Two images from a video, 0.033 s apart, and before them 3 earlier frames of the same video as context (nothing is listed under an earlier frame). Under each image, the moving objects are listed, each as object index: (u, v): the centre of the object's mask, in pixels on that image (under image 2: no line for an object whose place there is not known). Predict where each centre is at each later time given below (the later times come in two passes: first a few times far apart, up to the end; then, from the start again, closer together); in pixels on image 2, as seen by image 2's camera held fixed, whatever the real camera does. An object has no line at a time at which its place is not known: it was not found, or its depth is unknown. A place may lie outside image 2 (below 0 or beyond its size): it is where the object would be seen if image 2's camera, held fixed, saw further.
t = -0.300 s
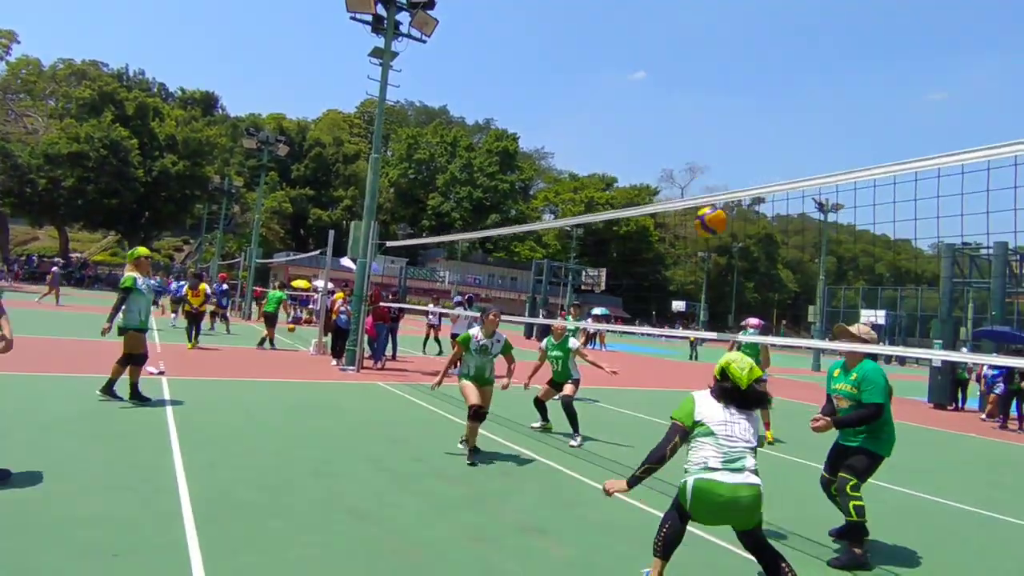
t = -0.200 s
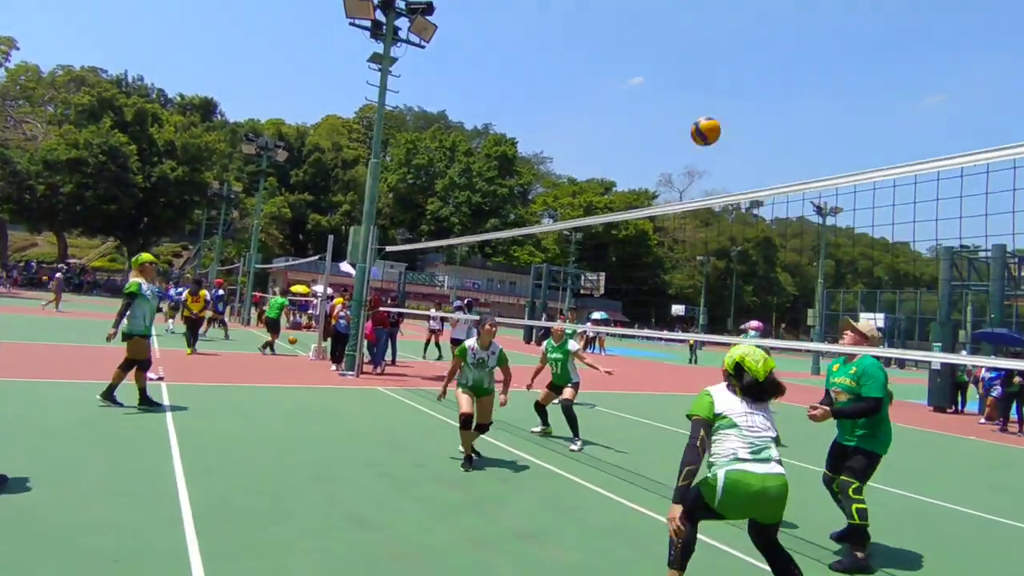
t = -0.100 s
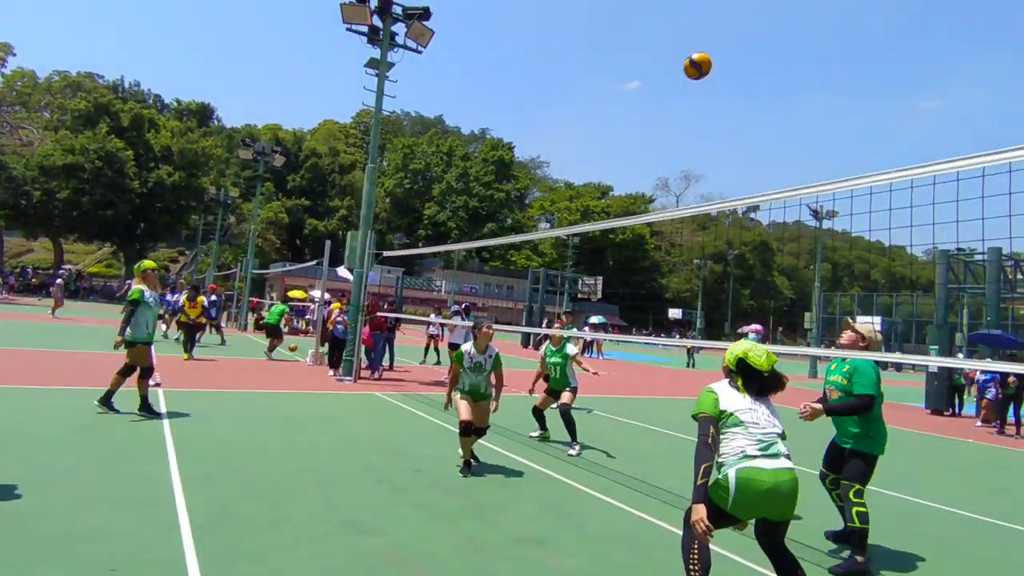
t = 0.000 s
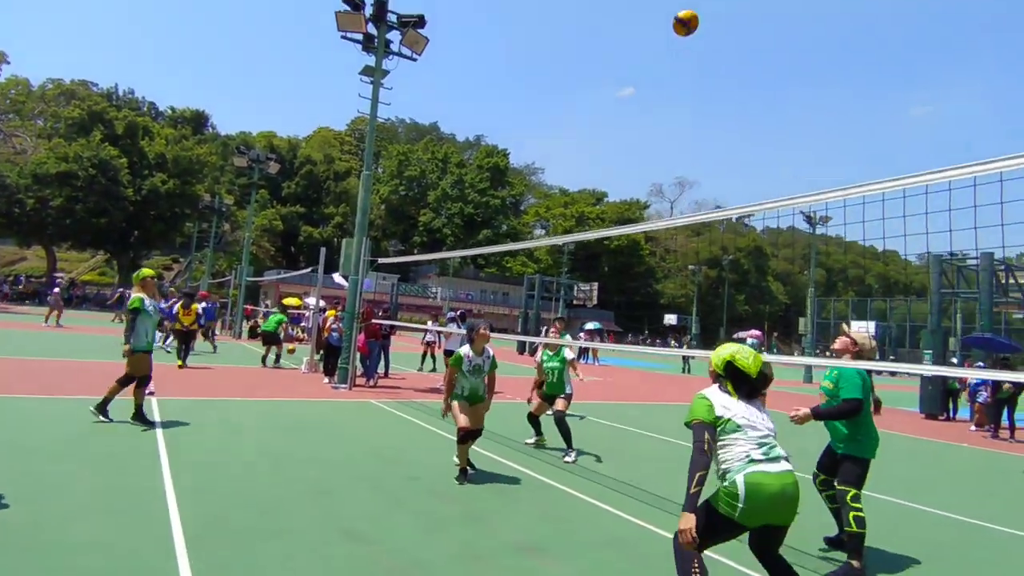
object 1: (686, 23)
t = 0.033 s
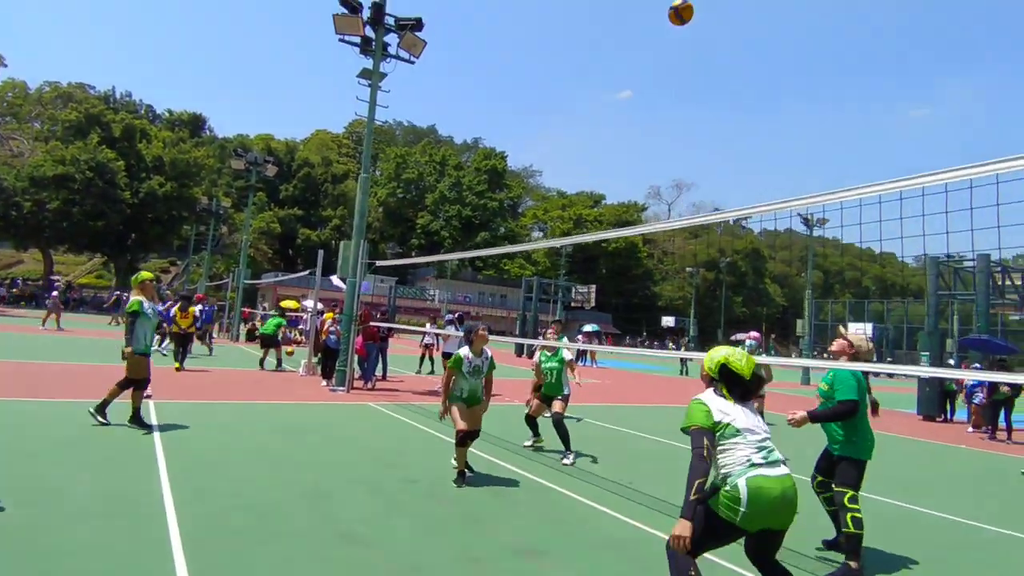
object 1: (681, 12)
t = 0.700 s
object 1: (641, 8)
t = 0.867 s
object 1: (632, 61)
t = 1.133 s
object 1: (616, 177)
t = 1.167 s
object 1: (614, 194)
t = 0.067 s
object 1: (679, 4)
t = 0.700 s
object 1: (641, 8)
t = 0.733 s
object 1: (640, 17)
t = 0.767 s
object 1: (638, 27)
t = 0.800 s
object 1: (636, 38)
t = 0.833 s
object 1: (634, 49)
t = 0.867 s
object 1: (632, 61)
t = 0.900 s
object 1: (630, 74)
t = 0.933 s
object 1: (628, 87)
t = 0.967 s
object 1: (626, 100)
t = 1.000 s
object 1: (623, 115)
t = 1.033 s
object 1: (622, 130)
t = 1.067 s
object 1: (620, 145)
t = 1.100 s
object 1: (618, 161)
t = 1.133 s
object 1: (616, 177)
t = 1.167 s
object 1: (614, 194)
